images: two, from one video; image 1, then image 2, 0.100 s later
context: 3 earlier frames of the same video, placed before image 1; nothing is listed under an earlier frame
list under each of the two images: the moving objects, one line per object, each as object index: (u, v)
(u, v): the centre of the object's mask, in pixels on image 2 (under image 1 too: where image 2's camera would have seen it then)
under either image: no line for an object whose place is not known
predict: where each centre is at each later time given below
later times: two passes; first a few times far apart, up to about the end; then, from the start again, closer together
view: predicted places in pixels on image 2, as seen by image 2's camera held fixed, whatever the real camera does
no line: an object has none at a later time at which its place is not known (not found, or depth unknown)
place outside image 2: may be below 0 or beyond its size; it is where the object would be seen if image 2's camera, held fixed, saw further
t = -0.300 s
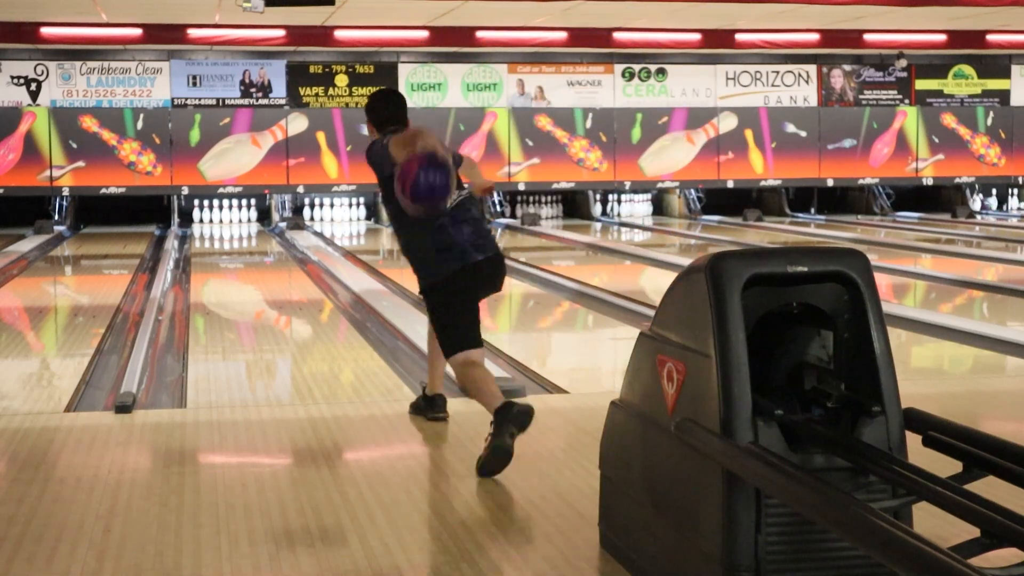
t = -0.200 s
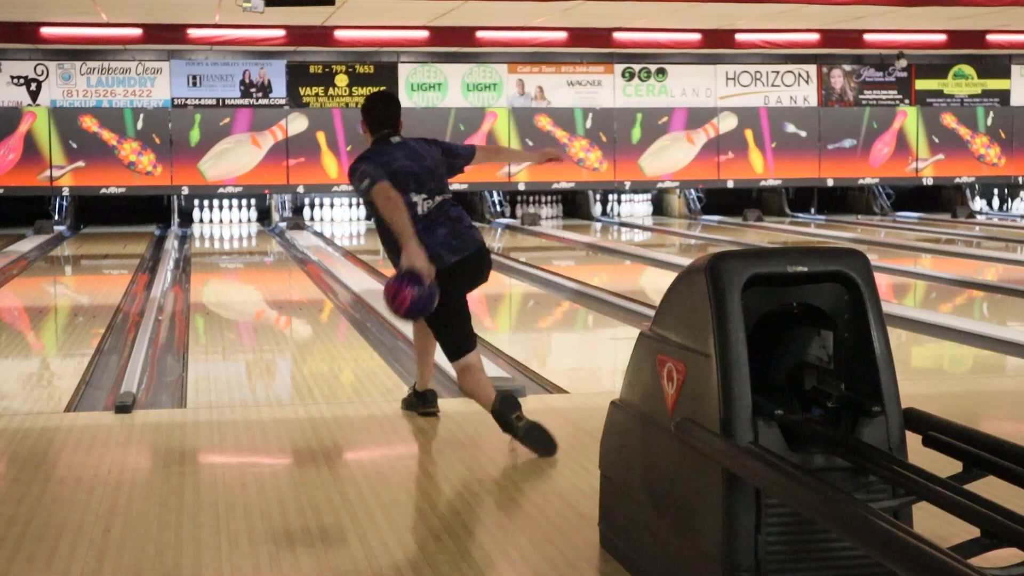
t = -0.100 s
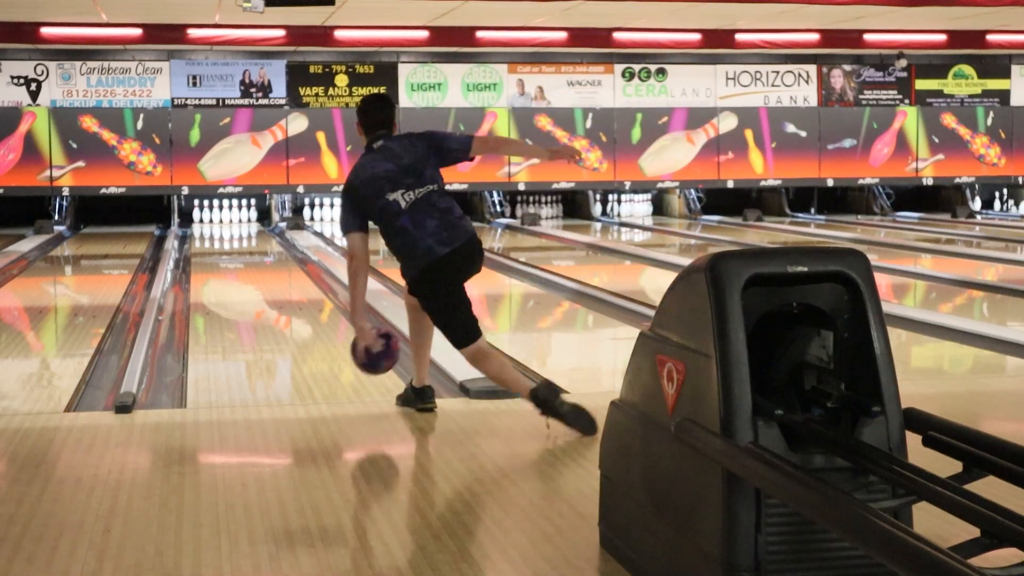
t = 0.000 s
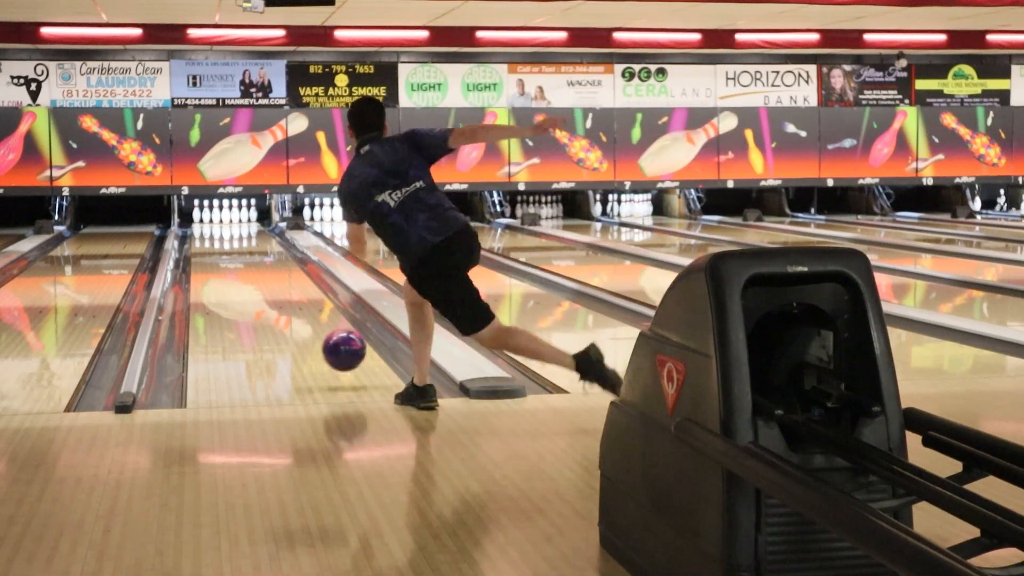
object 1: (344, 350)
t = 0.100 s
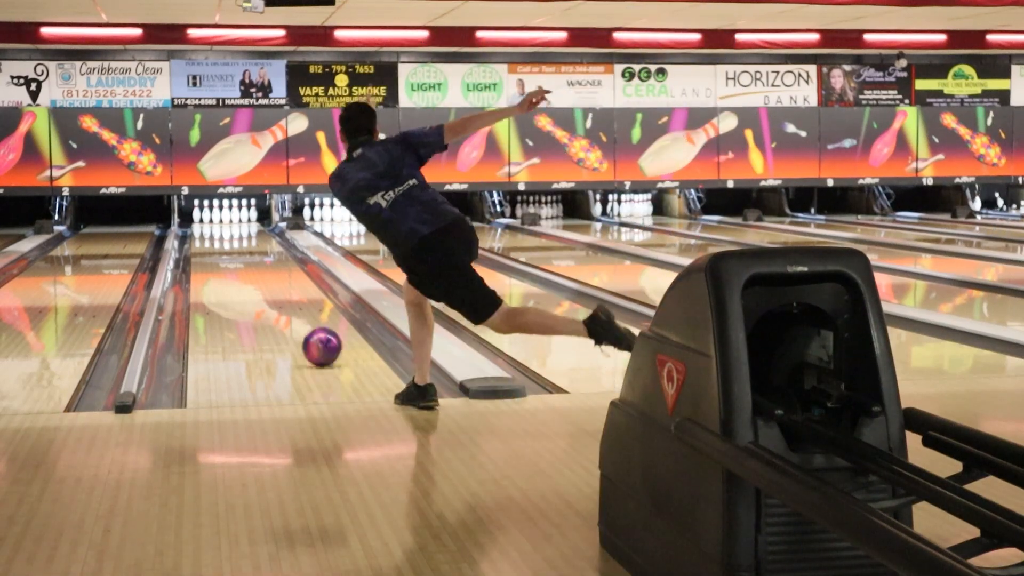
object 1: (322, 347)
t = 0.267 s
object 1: (293, 322)
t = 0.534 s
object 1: (262, 292)
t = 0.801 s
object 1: (240, 272)
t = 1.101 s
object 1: (223, 254)
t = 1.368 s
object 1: (213, 243)
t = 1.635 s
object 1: (206, 234)
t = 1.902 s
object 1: (206, 227)
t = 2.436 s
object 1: (221, 217)
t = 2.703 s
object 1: (226, 215)
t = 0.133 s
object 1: (316, 342)
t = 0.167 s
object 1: (309, 336)
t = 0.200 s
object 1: (304, 331)
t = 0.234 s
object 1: (299, 326)
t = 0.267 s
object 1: (293, 322)
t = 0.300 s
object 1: (289, 317)
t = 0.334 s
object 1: (284, 313)
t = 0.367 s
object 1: (280, 309)
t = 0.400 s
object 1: (276, 305)
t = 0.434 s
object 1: (272, 302)
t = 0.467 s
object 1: (268, 298)
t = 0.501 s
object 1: (265, 295)
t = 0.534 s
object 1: (262, 292)
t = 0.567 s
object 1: (258, 289)
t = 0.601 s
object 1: (255, 286)
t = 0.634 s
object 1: (253, 284)
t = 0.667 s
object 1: (250, 281)
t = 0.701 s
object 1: (247, 279)
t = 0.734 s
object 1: (245, 276)
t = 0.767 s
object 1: (242, 274)
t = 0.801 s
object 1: (240, 272)
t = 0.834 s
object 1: (238, 269)
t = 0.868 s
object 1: (236, 267)
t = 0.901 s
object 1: (234, 266)
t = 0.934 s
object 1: (232, 263)
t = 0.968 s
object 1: (230, 262)
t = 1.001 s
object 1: (228, 260)
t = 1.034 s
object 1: (226, 258)
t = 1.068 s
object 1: (224, 256)
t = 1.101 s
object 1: (223, 254)
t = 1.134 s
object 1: (222, 253)
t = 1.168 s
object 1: (220, 251)
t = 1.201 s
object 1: (219, 250)
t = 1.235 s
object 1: (218, 248)
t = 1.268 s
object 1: (216, 247)
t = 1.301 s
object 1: (215, 246)
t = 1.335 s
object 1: (214, 244)
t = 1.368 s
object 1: (213, 243)
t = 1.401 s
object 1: (212, 242)
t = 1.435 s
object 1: (211, 241)
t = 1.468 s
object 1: (210, 239)
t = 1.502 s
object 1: (209, 238)
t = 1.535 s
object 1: (208, 237)
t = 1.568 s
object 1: (208, 236)
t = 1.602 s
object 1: (207, 234)
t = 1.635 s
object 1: (206, 234)
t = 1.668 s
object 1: (206, 233)
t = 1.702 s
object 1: (206, 232)
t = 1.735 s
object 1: (205, 231)
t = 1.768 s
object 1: (206, 230)
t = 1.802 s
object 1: (206, 229)
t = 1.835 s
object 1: (206, 228)
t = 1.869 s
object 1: (206, 227)
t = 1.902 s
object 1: (206, 227)
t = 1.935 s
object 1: (207, 226)
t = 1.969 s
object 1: (207, 225)
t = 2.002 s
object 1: (208, 225)
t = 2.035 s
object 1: (209, 224)
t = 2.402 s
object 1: (220, 217)
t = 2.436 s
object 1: (221, 217)
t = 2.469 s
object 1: (221, 217)
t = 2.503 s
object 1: (222, 216)
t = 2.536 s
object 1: (222, 216)
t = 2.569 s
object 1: (223, 215)
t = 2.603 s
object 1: (224, 216)
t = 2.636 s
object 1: (223, 215)
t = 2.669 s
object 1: (225, 216)
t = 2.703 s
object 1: (226, 215)
